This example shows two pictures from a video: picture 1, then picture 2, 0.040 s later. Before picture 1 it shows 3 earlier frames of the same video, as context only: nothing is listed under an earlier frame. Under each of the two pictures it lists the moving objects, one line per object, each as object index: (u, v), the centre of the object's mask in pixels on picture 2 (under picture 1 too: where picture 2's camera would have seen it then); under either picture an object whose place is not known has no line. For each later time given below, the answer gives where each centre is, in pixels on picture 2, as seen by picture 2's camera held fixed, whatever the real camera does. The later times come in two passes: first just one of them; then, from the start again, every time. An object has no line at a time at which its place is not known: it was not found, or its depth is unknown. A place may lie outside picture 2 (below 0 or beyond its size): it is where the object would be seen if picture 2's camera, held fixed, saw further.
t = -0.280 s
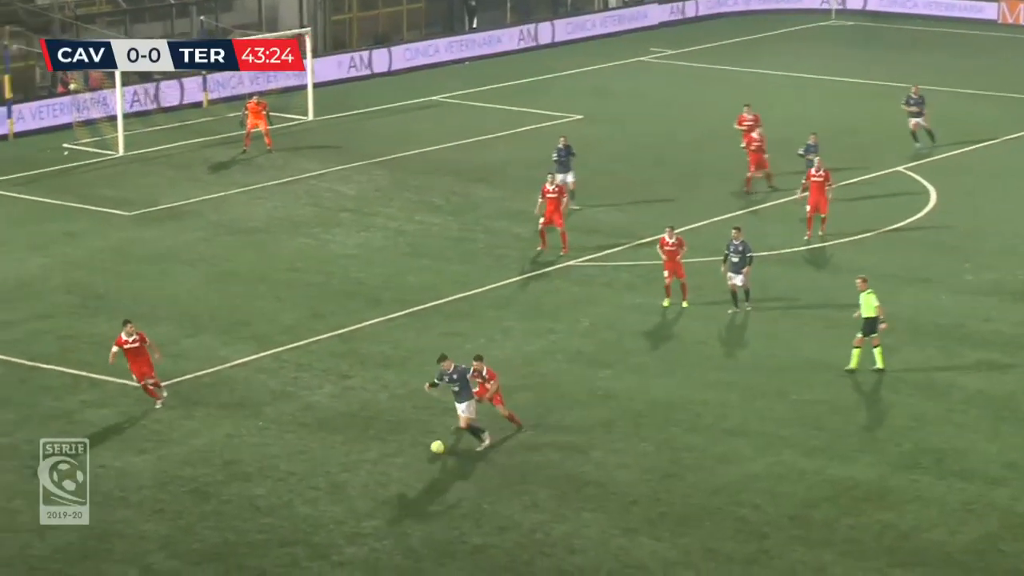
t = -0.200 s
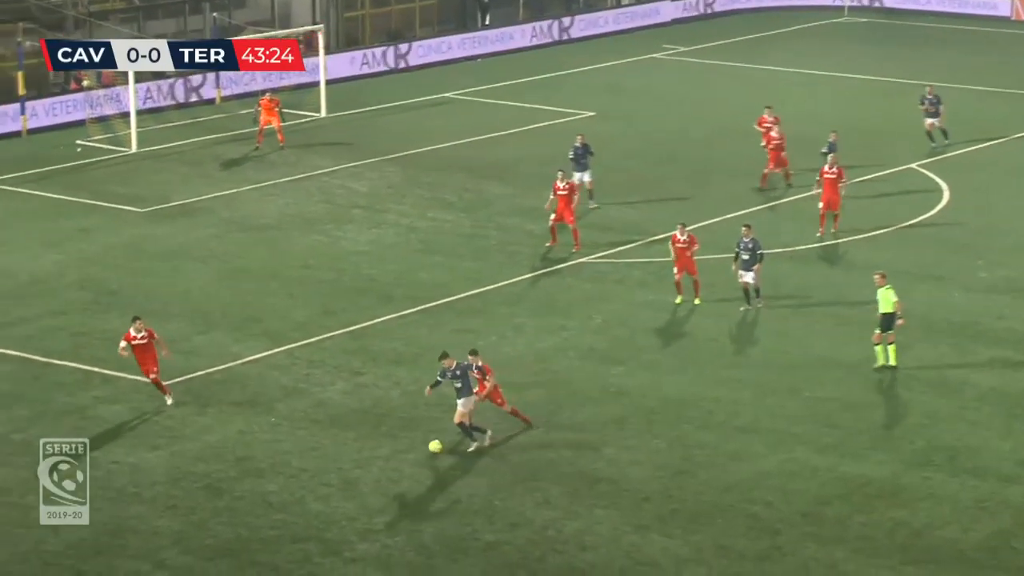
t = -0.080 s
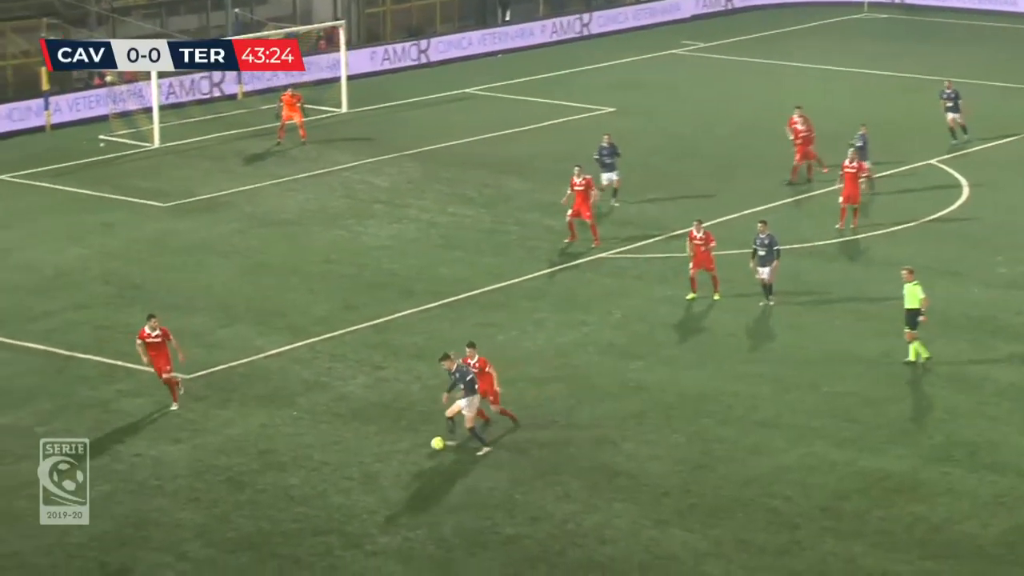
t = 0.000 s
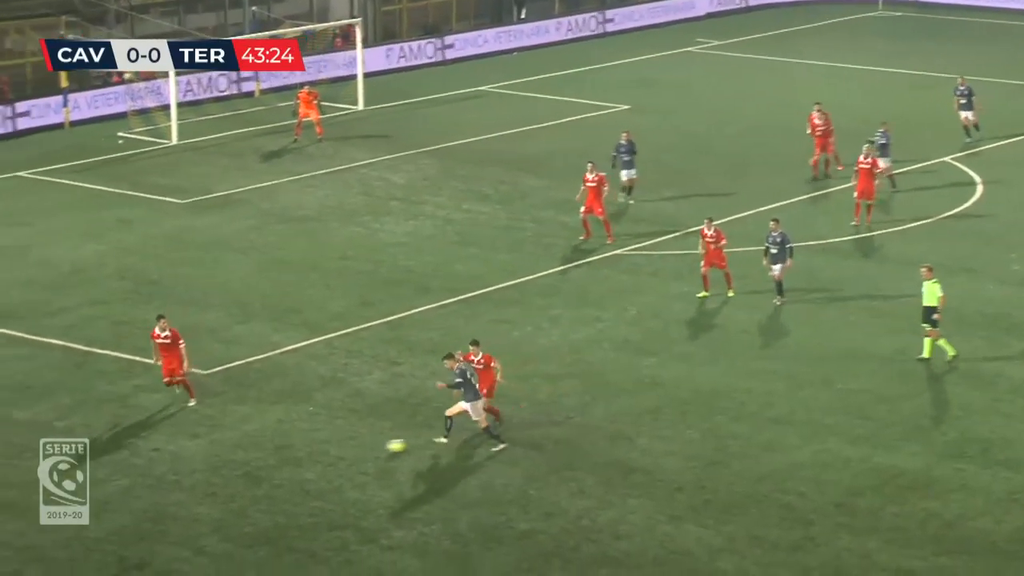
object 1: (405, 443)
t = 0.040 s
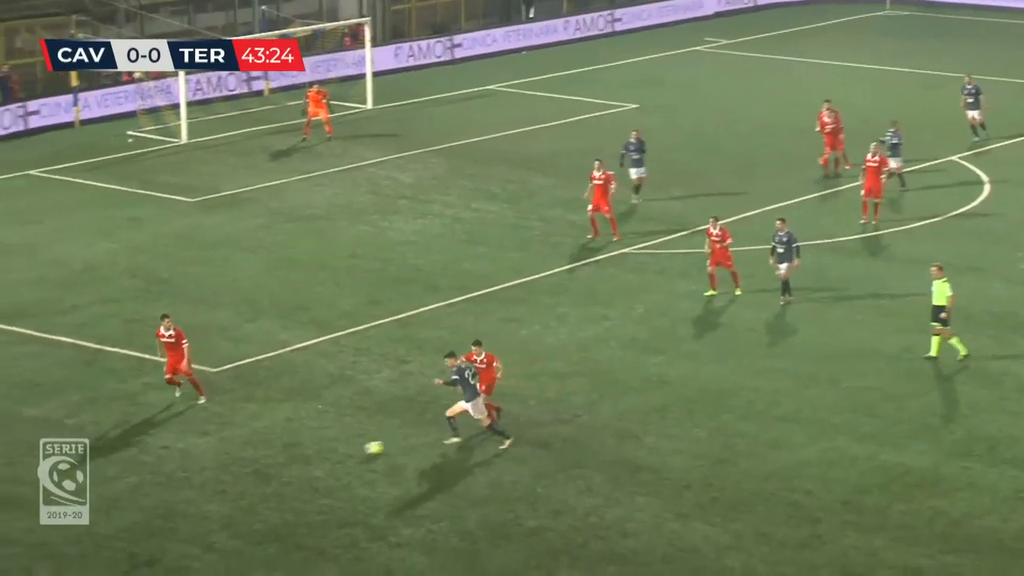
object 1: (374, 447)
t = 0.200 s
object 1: (253, 464)
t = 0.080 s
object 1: (343, 452)
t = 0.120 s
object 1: (313, 455)
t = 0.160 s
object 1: (284, 459)
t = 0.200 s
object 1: (253, 464)
